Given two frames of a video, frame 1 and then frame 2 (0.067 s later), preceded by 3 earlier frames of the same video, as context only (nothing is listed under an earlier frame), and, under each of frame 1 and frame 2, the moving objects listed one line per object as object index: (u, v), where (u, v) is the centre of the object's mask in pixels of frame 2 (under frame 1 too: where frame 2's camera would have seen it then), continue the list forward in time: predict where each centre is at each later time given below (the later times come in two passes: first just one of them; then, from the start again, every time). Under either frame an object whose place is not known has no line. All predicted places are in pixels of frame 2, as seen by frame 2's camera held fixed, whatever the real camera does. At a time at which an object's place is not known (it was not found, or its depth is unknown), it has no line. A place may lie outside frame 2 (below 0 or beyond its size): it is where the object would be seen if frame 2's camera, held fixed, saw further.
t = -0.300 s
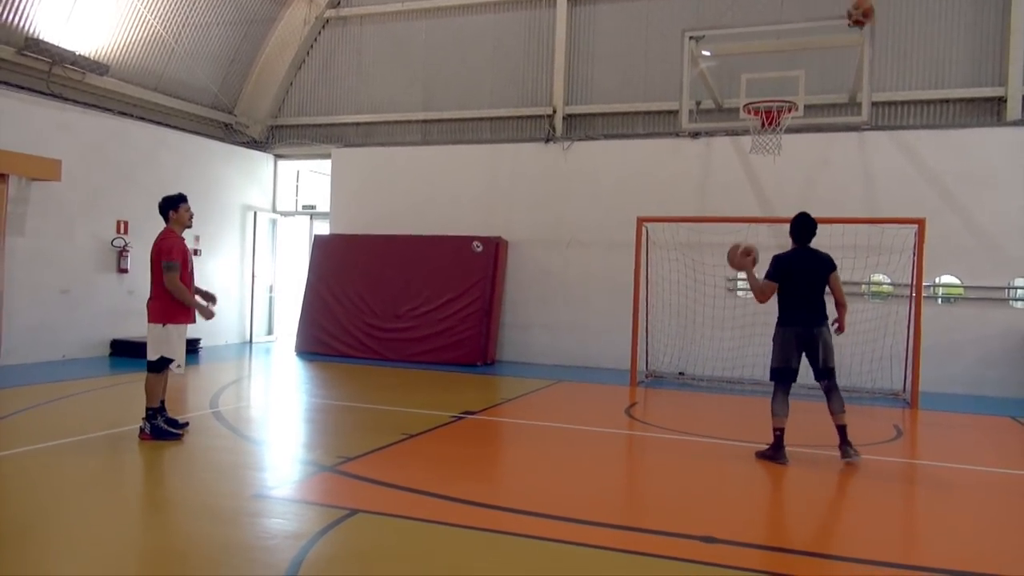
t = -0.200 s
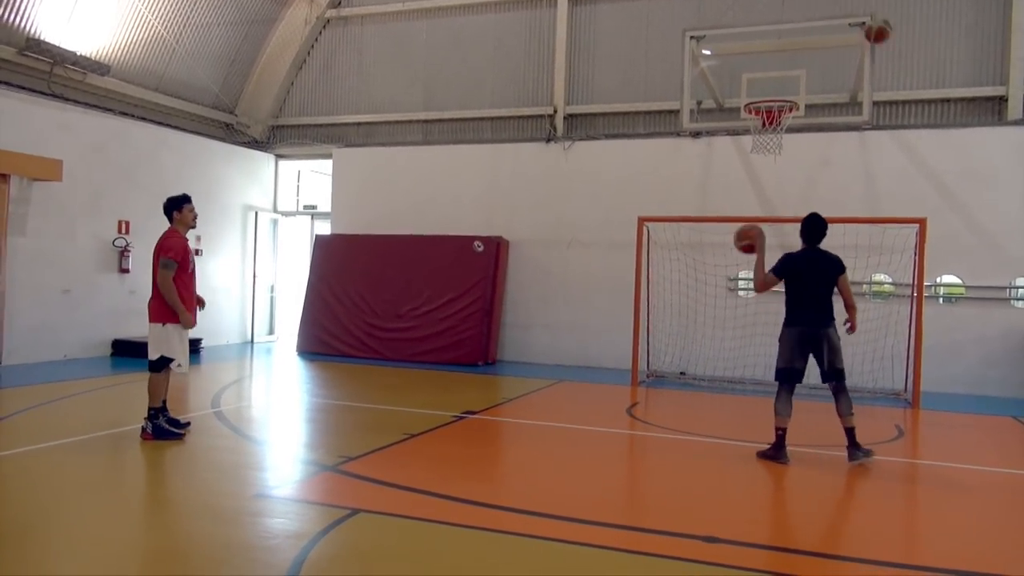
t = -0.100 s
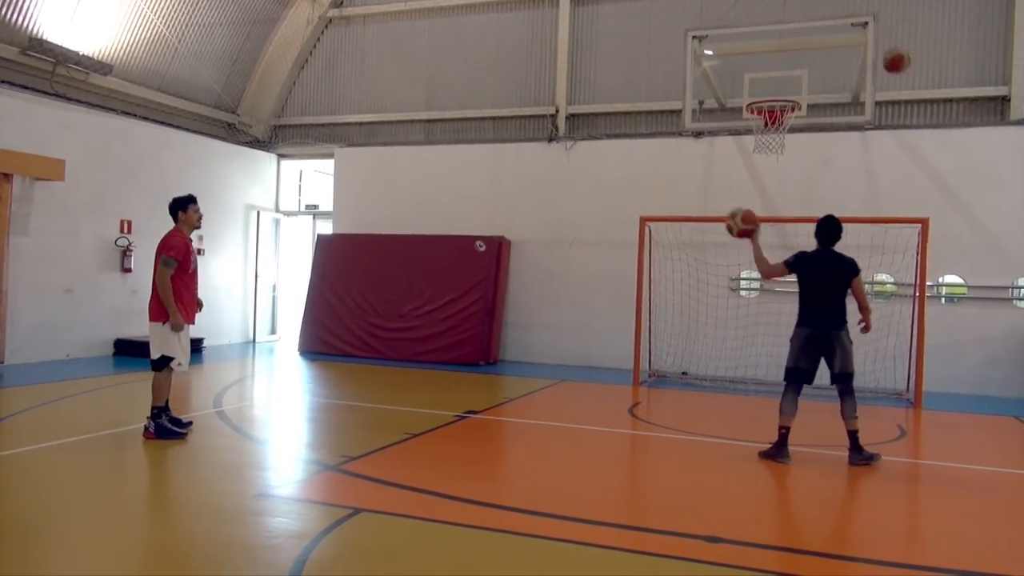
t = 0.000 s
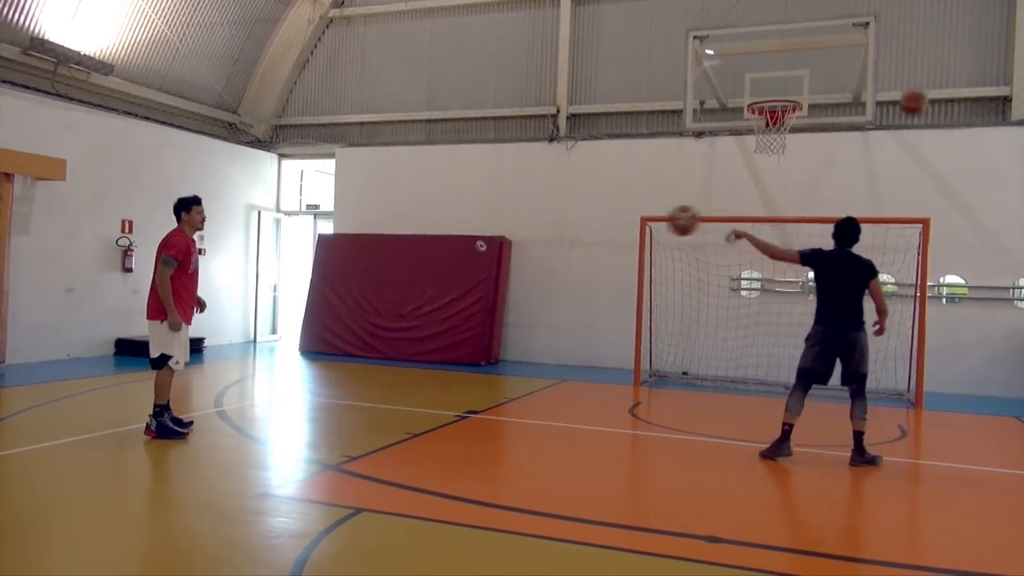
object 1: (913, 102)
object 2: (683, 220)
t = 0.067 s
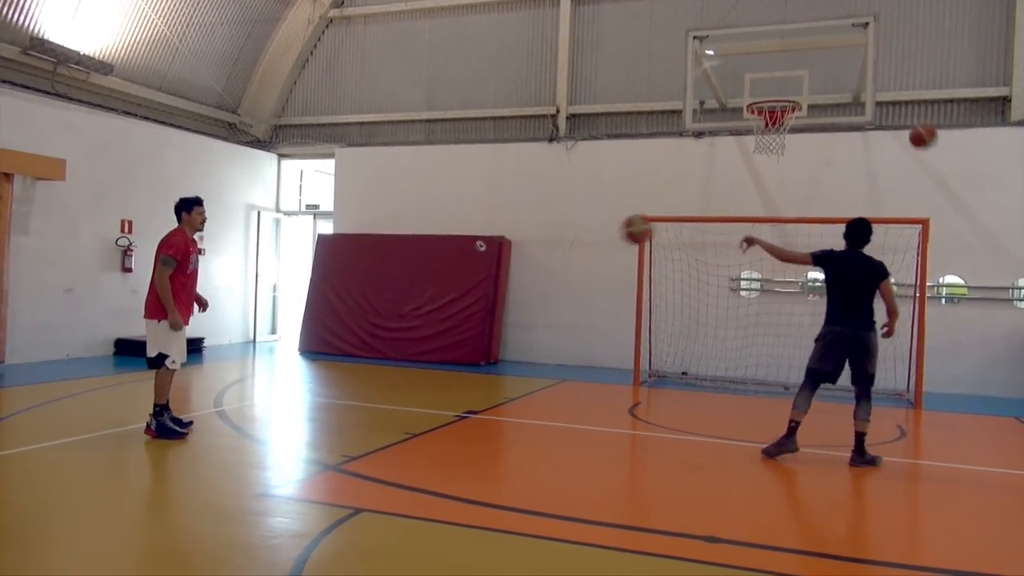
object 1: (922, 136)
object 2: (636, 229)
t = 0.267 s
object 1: (952, 264)
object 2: (501, 286)
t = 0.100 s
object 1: (928, 154)
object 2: (615, 234)
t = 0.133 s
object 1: (933, 174)
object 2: (592, 242)
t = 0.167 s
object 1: (938, 195)
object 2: (570, 251)
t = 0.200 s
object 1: (943, 217)
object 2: (547, 262)
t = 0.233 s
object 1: (947, 241)
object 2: (525, 273)
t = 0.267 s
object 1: (952, 264)
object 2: (501, 286)
